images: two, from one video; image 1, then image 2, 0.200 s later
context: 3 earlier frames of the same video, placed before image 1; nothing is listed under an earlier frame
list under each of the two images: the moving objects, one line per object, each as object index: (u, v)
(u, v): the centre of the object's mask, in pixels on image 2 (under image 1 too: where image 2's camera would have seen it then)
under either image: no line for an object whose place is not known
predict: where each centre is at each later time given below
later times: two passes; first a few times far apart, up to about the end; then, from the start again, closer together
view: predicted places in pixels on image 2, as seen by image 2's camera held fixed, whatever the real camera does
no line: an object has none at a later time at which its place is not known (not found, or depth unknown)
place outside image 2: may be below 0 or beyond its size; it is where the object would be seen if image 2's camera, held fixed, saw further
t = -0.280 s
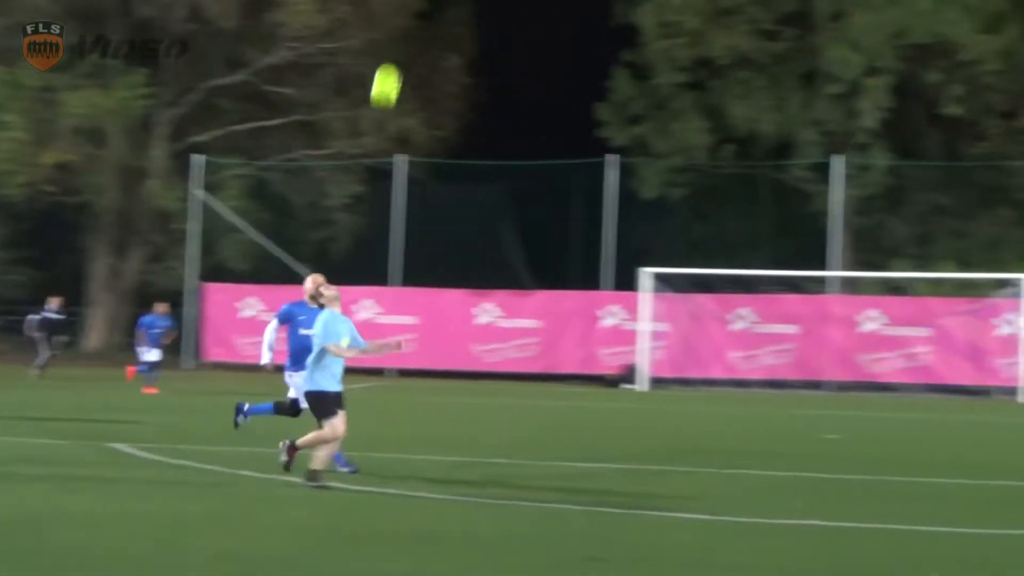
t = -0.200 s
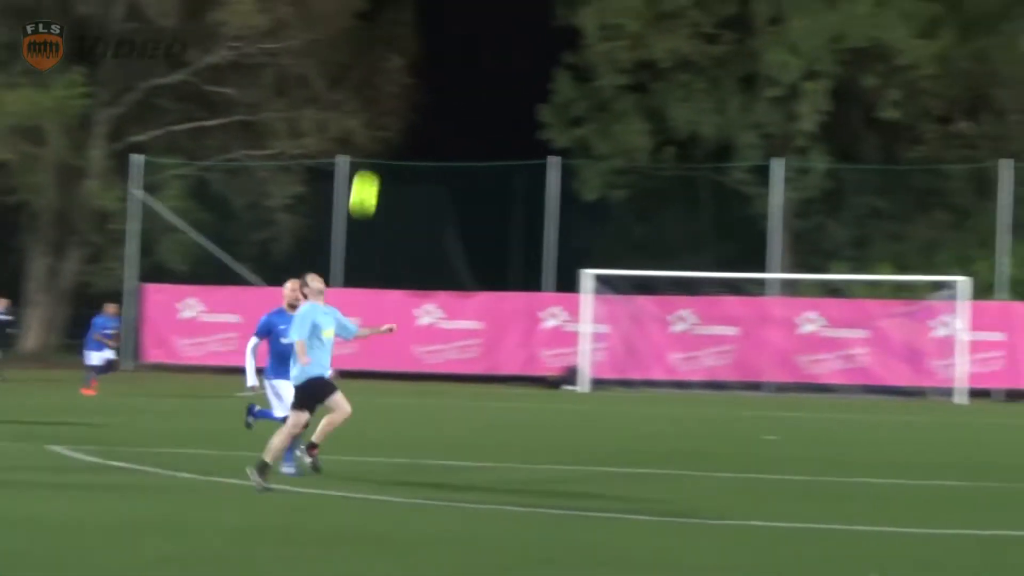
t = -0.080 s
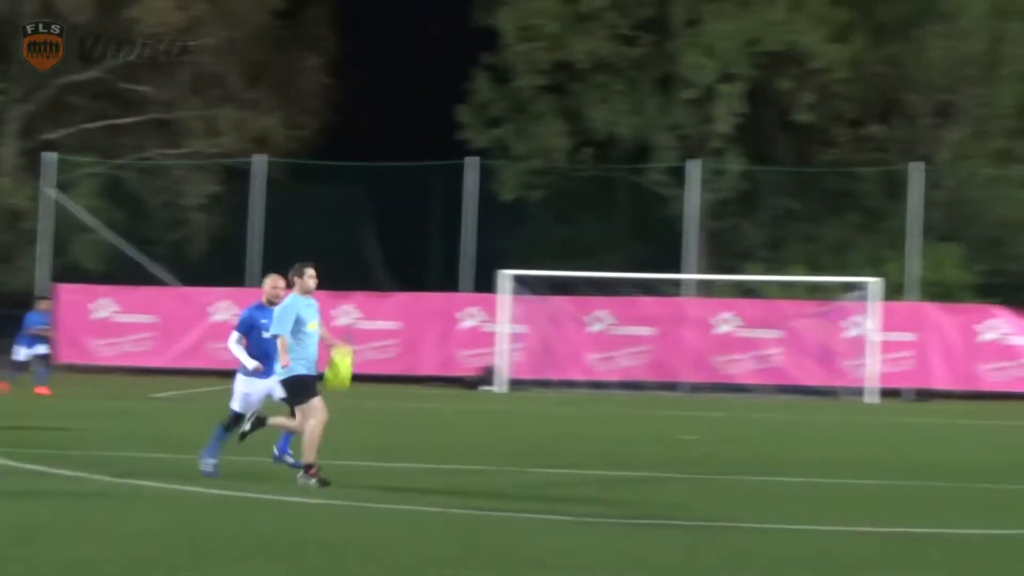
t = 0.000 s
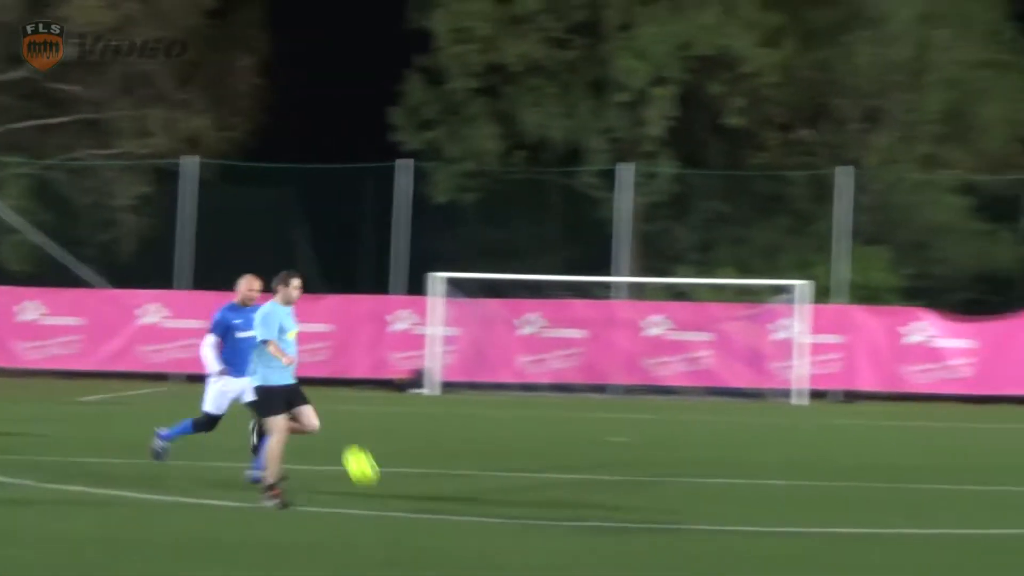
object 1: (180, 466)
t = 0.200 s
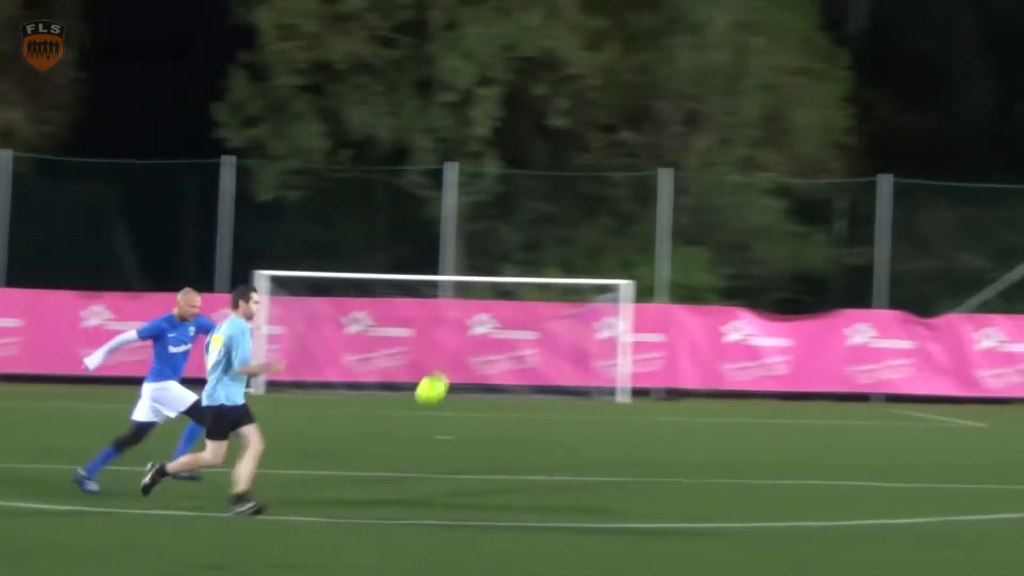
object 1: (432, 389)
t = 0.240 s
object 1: (477, 368)
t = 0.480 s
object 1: (731, 287)
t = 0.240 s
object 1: (477, 368)
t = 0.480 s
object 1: (731, 287)
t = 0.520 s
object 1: (772, 280)
